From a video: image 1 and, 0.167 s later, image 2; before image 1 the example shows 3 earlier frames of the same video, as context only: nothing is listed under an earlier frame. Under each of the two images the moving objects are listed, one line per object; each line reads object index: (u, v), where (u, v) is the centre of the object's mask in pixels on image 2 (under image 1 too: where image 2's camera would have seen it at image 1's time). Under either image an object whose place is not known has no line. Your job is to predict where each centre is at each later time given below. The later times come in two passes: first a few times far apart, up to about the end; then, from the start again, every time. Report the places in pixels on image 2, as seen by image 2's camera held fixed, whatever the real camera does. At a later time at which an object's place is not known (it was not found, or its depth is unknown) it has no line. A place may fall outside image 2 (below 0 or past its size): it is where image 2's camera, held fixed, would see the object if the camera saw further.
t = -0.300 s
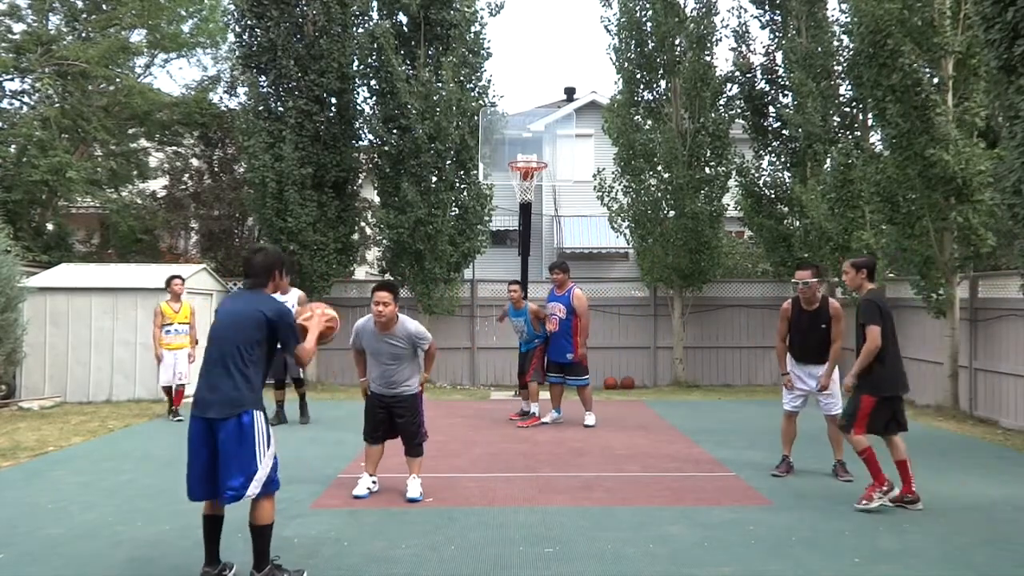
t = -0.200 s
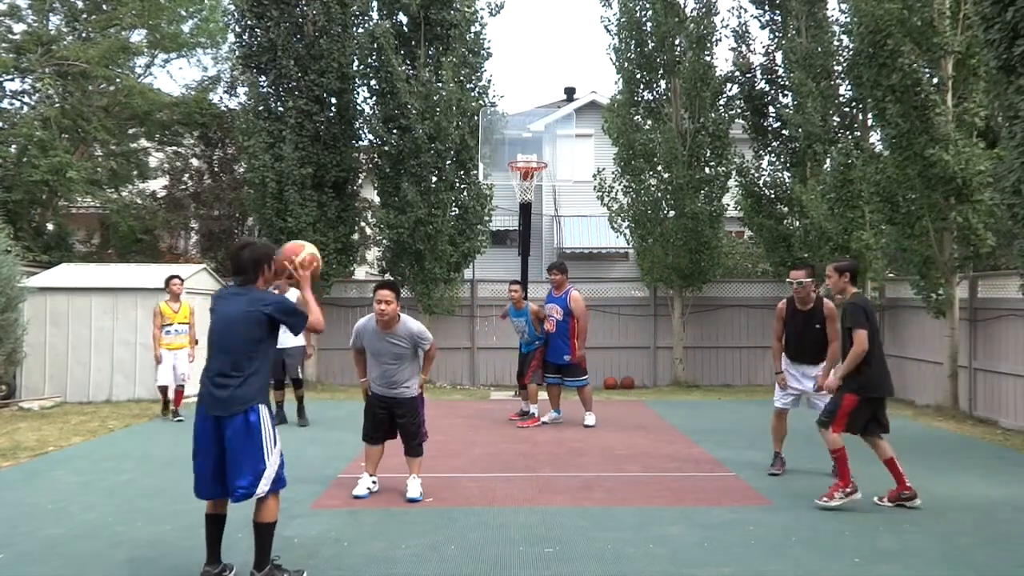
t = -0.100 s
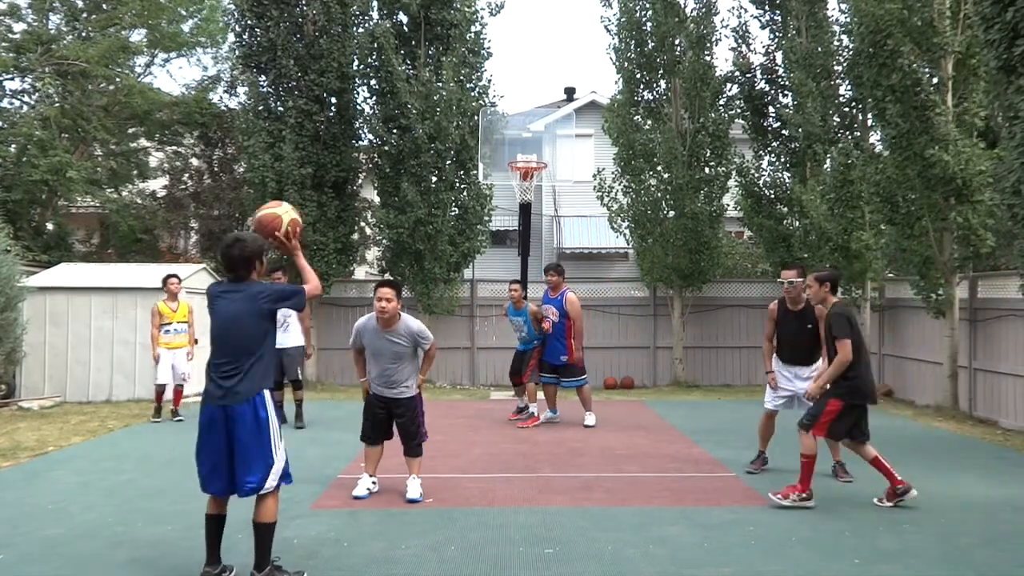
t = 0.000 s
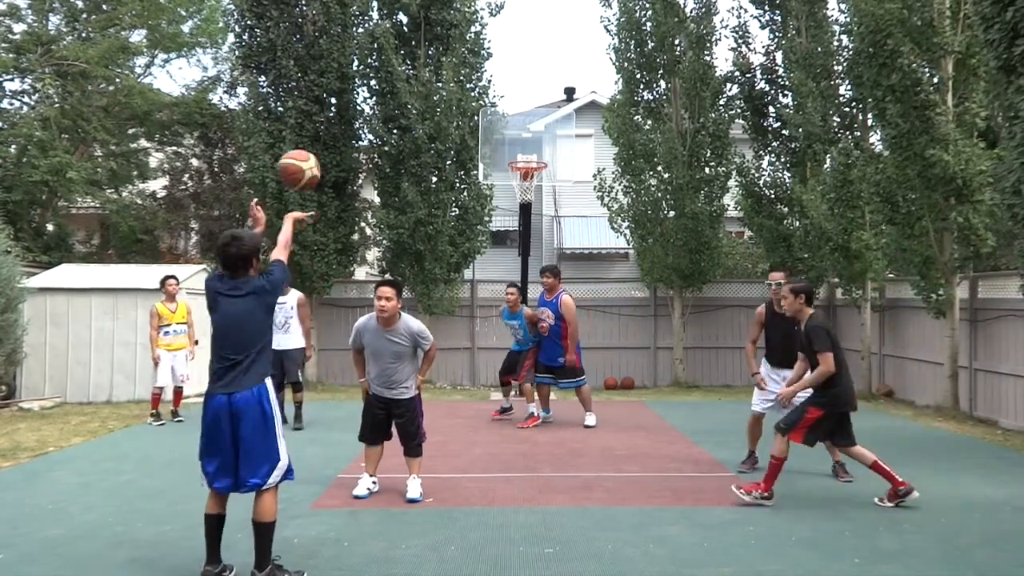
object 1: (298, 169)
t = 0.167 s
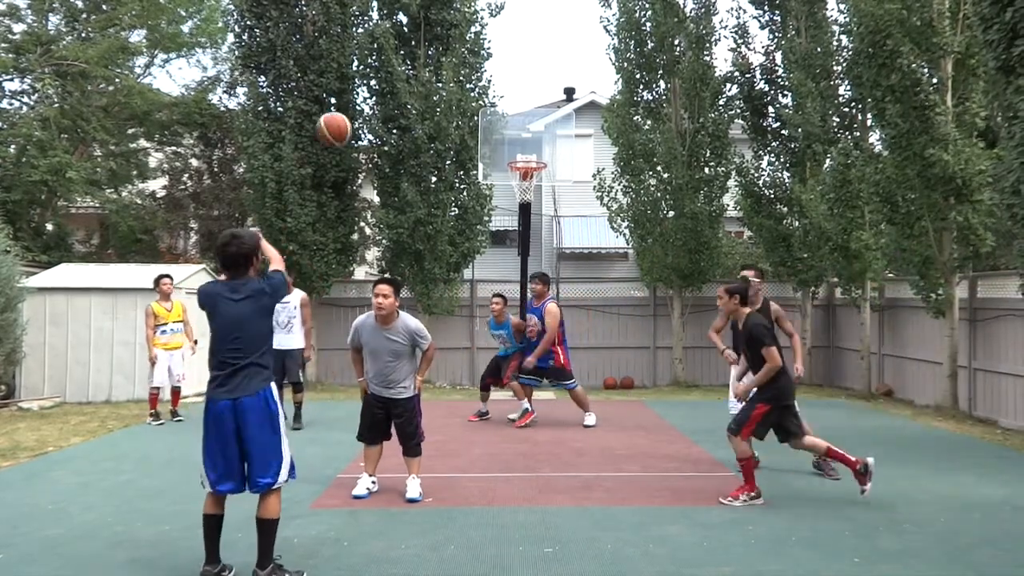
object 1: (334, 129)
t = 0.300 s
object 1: (354, 131)
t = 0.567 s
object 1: (385, 189)
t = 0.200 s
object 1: (340, 127)
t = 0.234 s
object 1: (344, 127)
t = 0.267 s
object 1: (350, 128)
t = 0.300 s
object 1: (354, 131)
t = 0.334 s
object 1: (360, 135)
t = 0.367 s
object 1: (364, 140)
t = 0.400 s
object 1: (368, 146)
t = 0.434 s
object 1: (372, 153)
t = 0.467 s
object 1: (374, 162)
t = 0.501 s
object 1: (378, 168)
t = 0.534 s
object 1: (383, 178)
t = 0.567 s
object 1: (385, 189)
